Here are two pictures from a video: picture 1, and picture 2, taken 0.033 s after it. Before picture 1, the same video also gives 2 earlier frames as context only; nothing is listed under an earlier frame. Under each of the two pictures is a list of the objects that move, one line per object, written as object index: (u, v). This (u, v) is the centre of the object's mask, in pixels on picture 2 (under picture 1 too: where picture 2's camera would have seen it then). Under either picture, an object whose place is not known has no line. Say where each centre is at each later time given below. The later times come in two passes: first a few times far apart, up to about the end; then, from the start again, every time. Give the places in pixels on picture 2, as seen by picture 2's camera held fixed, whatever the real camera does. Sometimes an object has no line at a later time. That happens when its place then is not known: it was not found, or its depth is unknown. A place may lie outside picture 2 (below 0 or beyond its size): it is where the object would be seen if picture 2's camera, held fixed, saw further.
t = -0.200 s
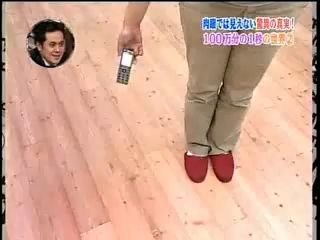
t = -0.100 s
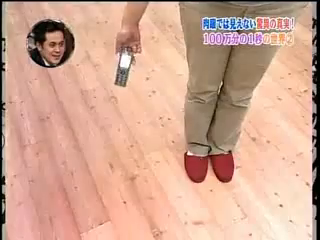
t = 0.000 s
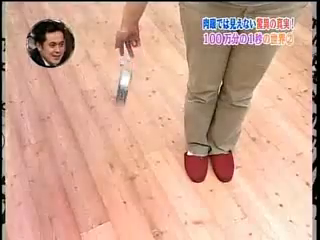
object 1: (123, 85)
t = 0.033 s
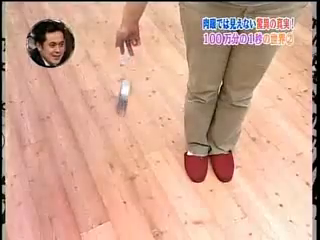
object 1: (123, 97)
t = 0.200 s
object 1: (127, 153)
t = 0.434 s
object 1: (120, 140)
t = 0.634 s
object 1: (119, 131)
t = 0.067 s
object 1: (124, 107)
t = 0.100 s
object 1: (125, 119)
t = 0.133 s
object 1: (126, 131)
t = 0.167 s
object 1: (128, 145)
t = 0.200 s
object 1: (127, 153)
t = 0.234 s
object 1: (126, 147)
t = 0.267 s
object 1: (123, 143)
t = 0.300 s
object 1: (123, 141)
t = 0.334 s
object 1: (122, 141)
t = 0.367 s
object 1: (121, 139)
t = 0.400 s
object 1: (120, 142)
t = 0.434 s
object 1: (120, 140)
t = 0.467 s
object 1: (120, 139)
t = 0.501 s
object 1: (120, 138)
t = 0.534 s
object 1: (120, 137)
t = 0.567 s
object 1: (120, 136)
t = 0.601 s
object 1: (119, 133)
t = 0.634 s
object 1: (119, 131)
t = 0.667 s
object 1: (119, 129)
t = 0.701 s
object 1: (118, 130)
